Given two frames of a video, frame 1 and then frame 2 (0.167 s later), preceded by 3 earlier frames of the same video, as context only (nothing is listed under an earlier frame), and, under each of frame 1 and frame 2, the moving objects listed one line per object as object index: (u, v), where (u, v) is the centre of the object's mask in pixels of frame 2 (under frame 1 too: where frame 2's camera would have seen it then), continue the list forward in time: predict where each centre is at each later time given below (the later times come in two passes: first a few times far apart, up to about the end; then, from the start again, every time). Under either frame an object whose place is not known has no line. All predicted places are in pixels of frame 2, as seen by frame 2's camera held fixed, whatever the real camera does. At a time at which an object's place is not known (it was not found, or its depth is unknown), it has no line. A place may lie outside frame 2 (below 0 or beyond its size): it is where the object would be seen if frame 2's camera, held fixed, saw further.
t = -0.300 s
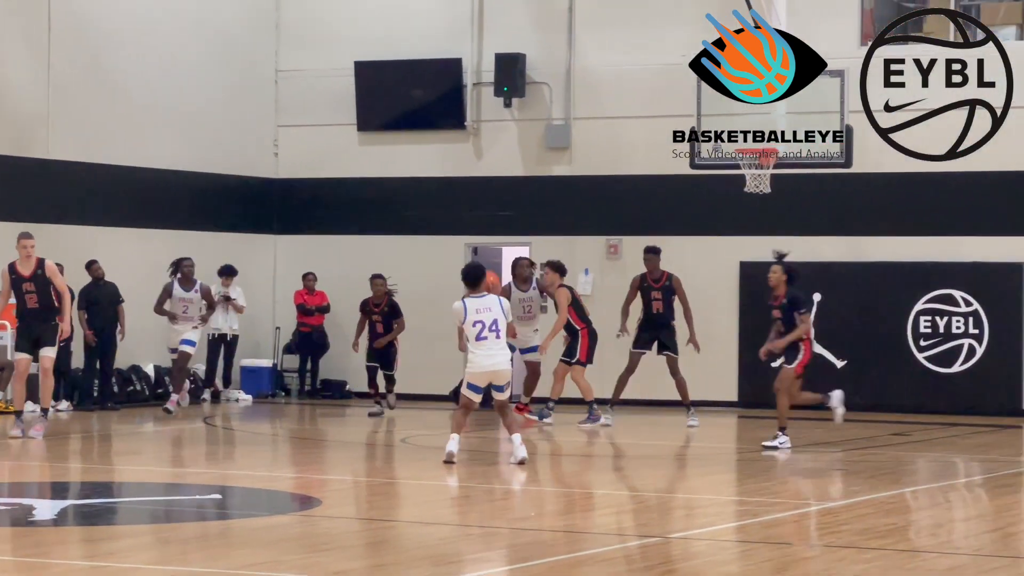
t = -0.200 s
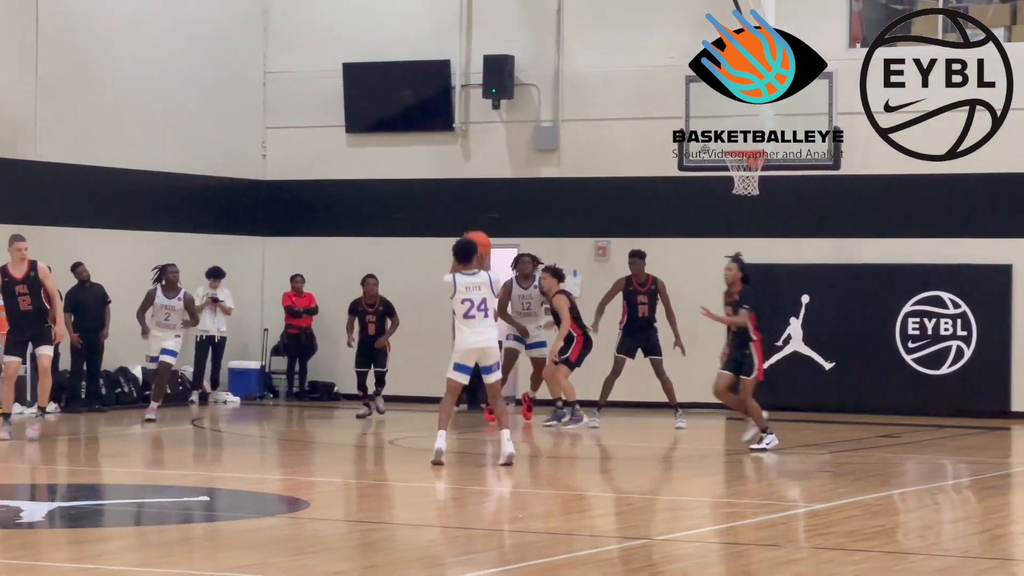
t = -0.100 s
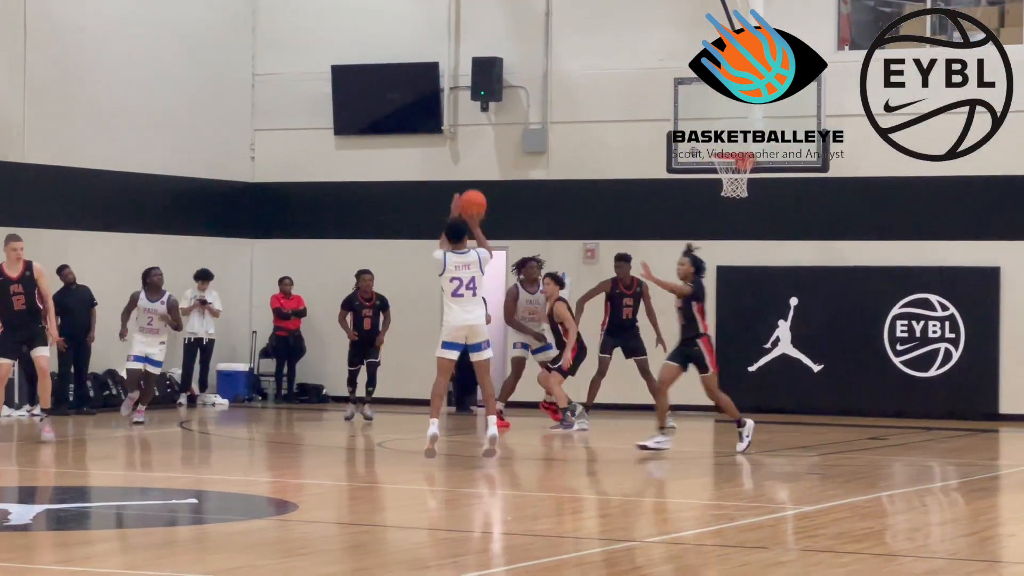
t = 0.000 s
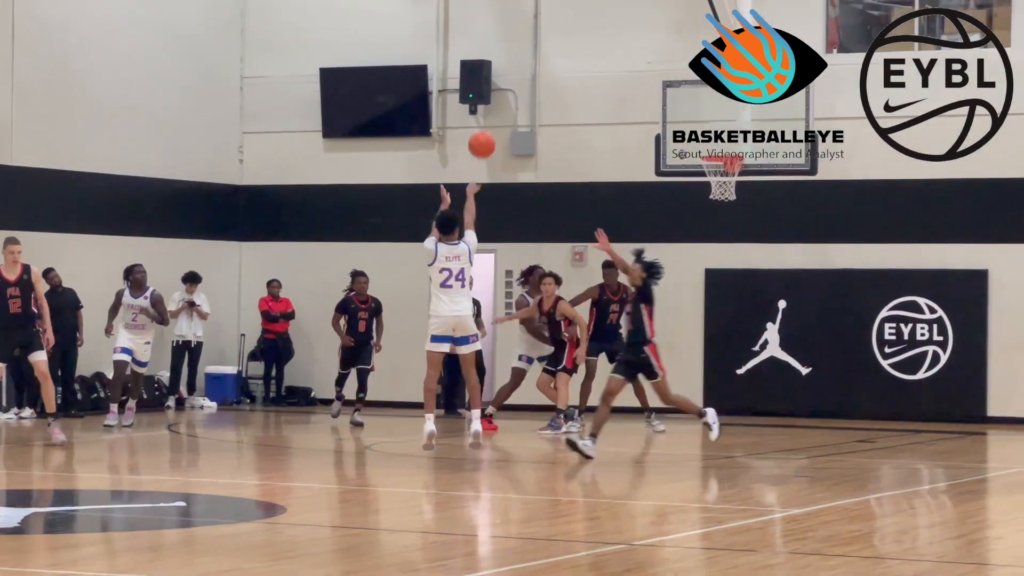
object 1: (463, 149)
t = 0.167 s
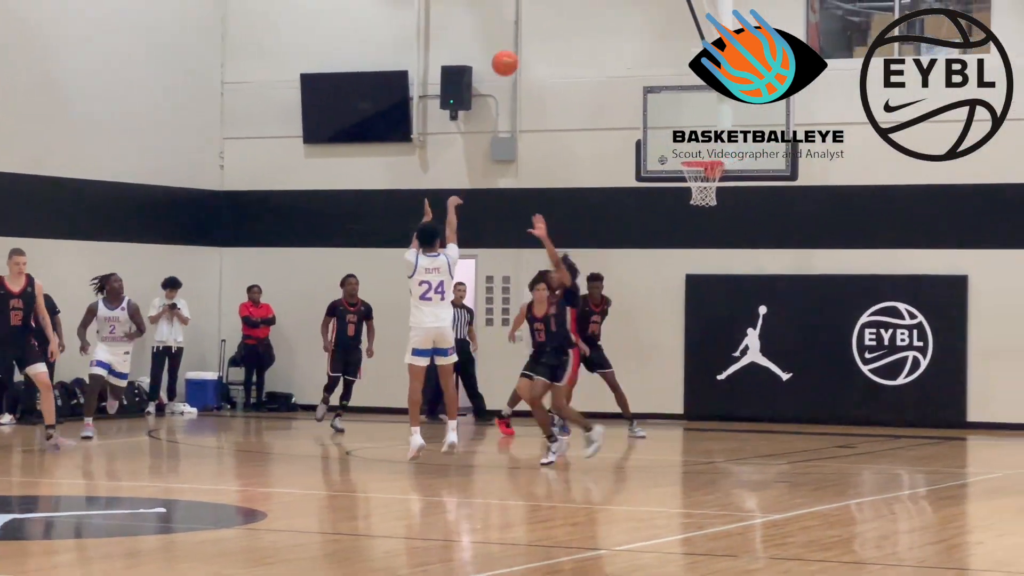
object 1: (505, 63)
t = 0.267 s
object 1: (528, 28)
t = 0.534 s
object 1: (583, -8)
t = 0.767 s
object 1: (626, 11)
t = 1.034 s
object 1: (671, 91)
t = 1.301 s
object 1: (716, 202)
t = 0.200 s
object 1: (512, 50)
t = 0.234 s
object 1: (520, 38)
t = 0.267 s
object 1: (528, 28)
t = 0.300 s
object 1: (535, 18)
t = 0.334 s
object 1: (542, 11)
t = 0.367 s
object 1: (550, 4)
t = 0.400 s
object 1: (556, 0)
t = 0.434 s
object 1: (563, -3)
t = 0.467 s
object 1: (570, -5)
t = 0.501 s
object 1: (577, -7)
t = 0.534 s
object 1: (583, -8)
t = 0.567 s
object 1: (589, -8)
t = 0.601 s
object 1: (596, -9)
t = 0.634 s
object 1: (602, -8)
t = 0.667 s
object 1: (608, -5)
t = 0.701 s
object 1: (614, -1)
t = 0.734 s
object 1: (620, 4)
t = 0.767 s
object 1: (626, 11)
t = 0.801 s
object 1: (632, 17)
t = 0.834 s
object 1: (638, 25)
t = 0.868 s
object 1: (643, 34)
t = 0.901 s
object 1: (649, 44)
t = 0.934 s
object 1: (654, 54)
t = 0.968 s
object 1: (660, 66)
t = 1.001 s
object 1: (666, 79)
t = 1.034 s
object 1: (671, 91)
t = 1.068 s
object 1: (676, 105)
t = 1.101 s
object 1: (681, 120)
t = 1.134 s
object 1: (686, 135)
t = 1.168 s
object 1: (691, 152)
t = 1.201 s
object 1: (697, 167)
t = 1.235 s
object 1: (703, 179)
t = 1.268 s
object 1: (712, 193)
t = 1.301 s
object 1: (716, 202)
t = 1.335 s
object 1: (720, 208)
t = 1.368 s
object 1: (724, 217)
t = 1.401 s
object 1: (728, 226)
